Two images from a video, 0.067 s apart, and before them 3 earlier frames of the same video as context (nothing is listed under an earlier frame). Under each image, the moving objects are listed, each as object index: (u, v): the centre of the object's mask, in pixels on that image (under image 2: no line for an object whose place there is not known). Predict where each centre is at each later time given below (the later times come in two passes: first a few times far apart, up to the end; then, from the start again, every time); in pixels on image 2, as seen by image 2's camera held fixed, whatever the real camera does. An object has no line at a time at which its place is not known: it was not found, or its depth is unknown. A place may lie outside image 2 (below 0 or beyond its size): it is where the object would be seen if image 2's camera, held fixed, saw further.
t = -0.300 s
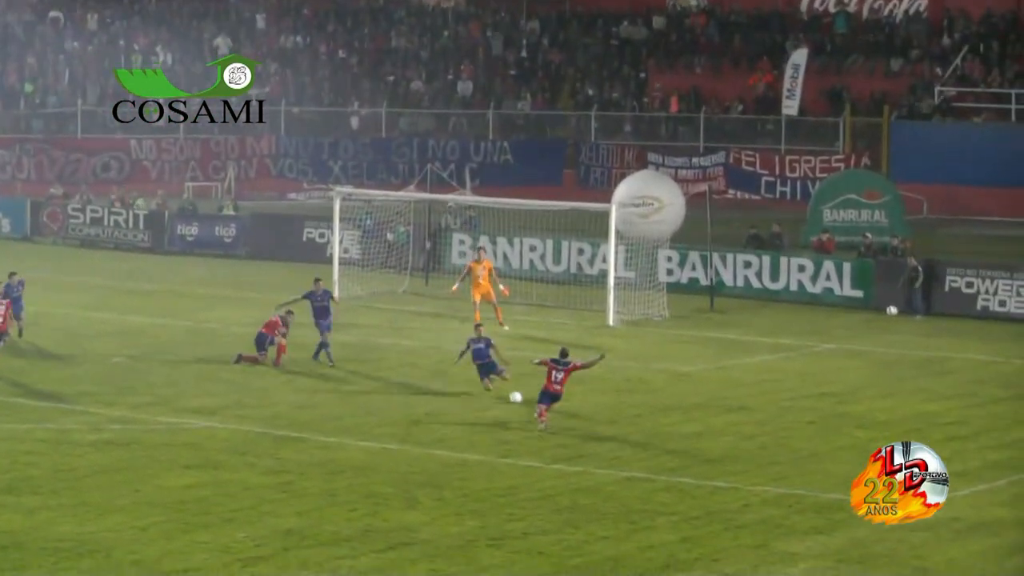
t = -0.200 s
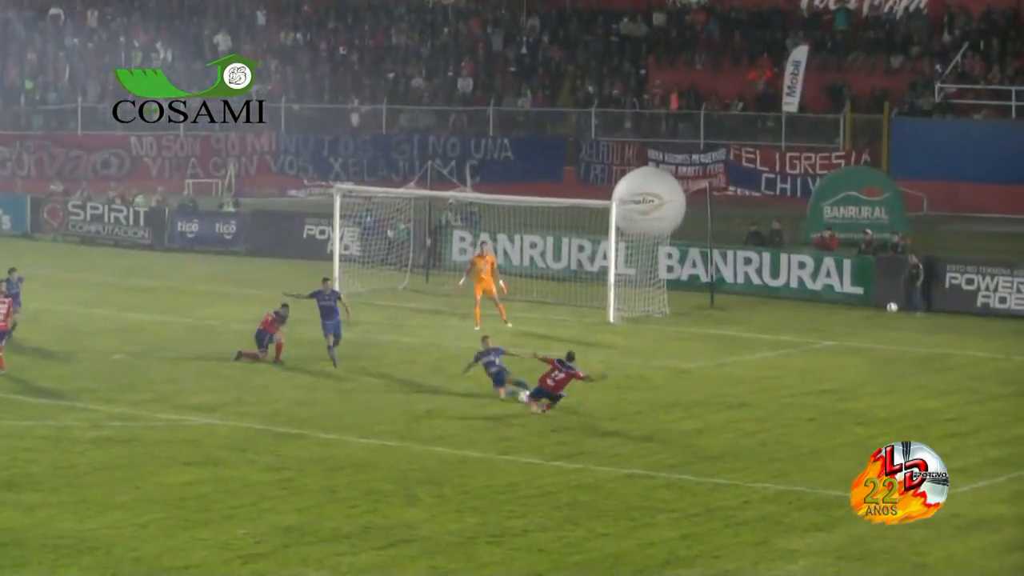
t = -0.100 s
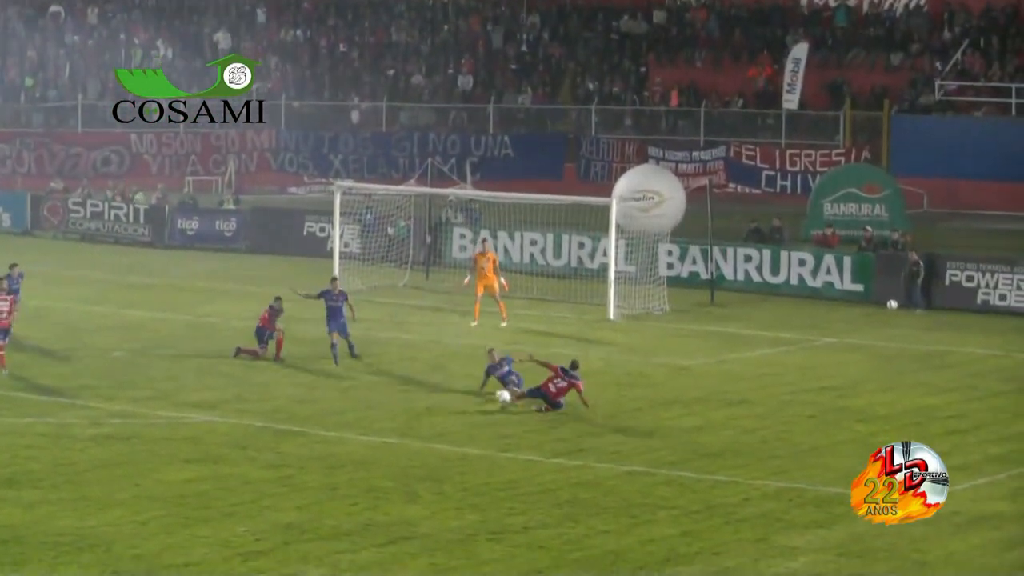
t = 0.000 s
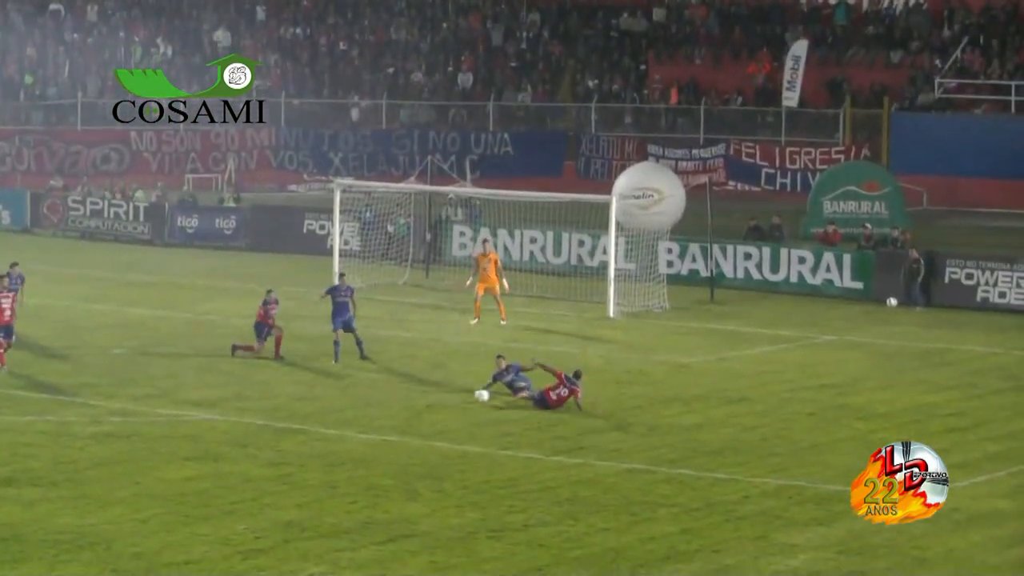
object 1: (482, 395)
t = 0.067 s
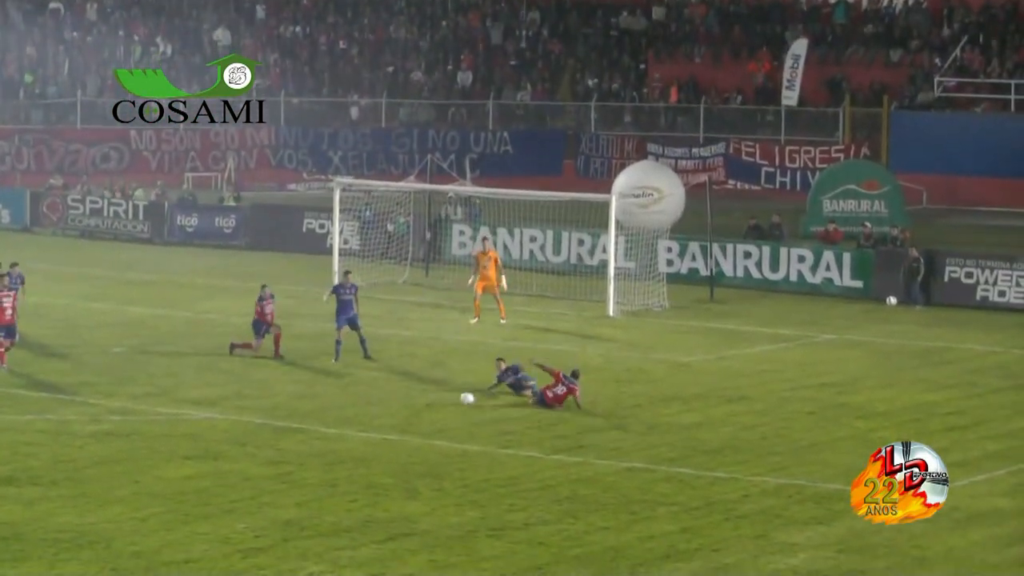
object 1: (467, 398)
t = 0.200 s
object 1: (439, 402)
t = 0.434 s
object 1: (392, 410)
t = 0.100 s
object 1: (460, 399)
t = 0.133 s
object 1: (453, 399)
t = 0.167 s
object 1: (446, 400)
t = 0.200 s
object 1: (439, 402)
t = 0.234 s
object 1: (432, 404)
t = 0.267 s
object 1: (425, 405)
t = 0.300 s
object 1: (419, 406)
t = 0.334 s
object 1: (412, 406)
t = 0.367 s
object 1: (405, 407)
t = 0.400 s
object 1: (399, 409)
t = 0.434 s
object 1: (392, 410)
